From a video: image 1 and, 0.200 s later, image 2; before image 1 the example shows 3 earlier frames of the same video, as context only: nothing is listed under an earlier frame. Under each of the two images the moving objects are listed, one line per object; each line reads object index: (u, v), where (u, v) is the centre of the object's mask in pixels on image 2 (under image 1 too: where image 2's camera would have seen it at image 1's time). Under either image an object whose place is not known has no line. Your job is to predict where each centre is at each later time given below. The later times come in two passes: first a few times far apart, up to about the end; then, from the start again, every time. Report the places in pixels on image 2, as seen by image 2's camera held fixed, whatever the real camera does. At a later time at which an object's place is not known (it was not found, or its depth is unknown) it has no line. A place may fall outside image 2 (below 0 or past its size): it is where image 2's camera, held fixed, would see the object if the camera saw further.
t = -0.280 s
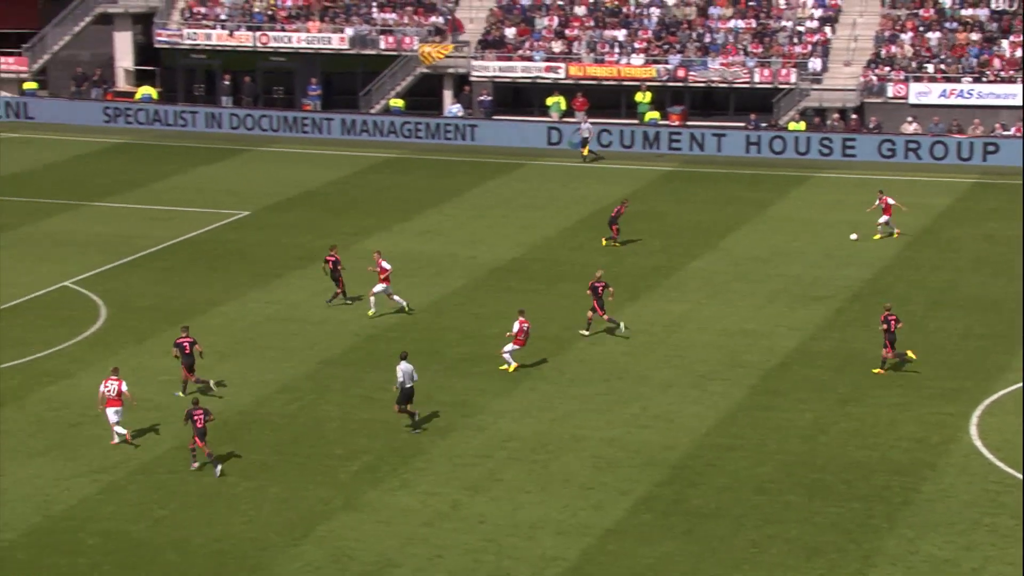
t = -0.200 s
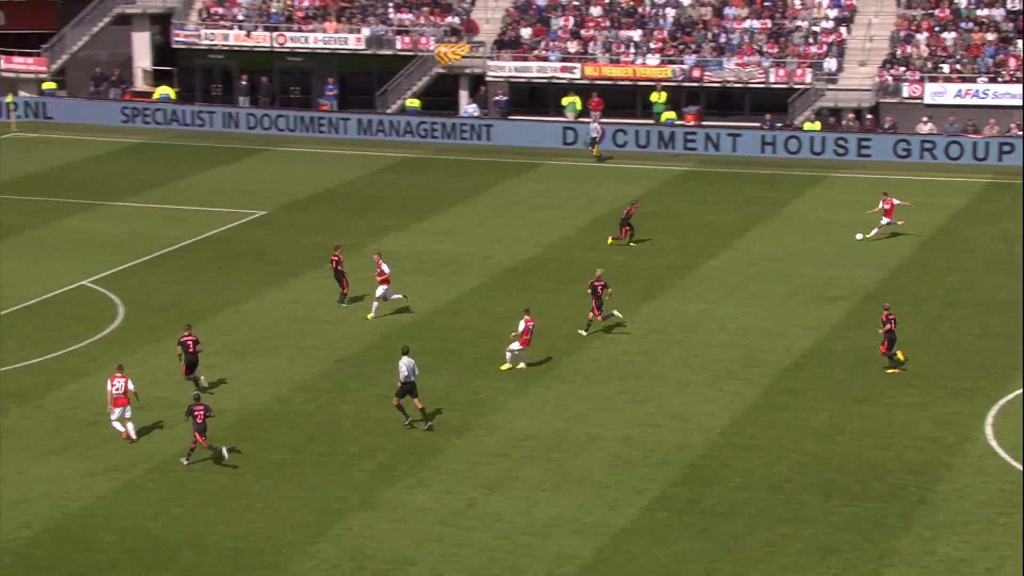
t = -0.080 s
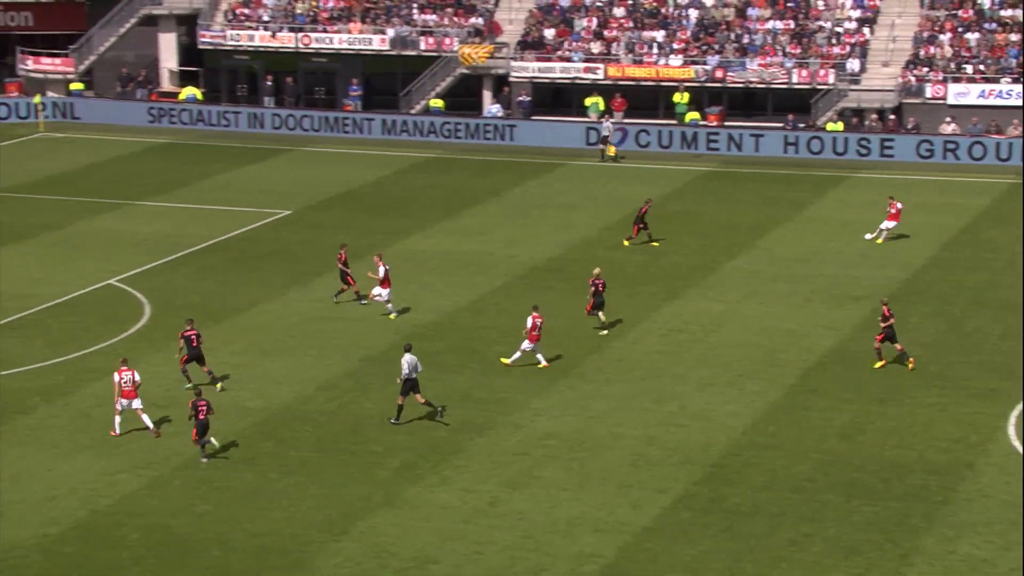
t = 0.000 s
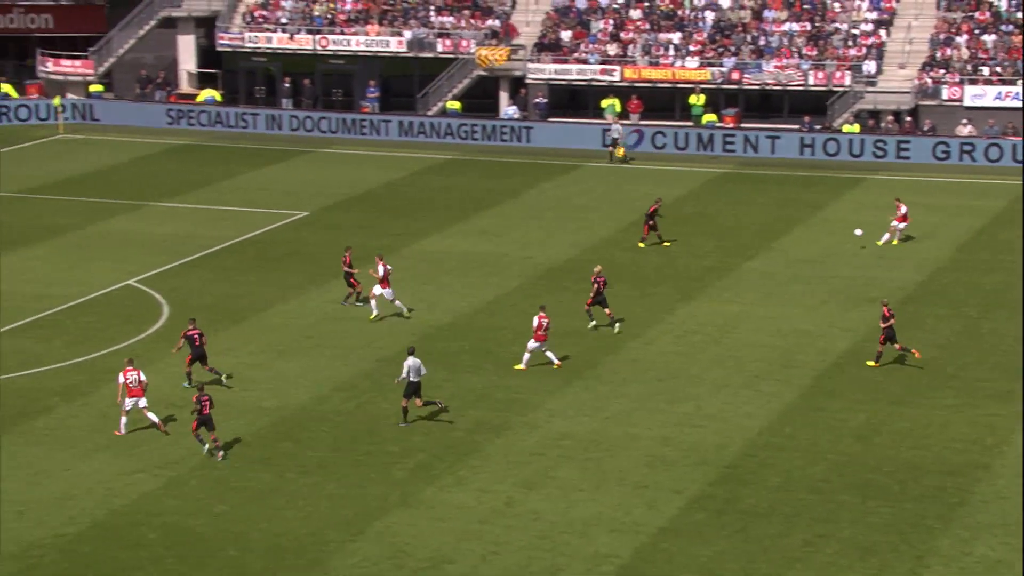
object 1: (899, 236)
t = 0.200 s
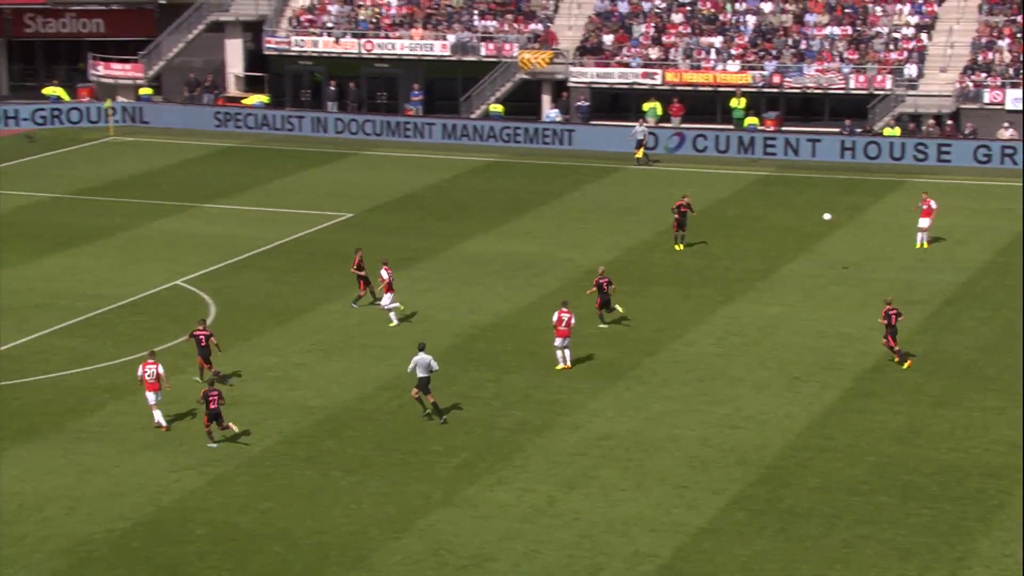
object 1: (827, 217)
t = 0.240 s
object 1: (812, 213)
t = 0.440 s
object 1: (743, 197)
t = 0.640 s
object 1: (677, 185)
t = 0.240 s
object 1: (812, 213)
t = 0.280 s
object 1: (799, 209)
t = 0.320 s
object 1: (784, 206)
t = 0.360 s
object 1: (770, 203)
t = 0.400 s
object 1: (756, 200)
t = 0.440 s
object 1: (743, 197)
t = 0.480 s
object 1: (729, 195)
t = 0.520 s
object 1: (716, 192)
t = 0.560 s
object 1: (703, 189)
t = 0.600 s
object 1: (690, 187)
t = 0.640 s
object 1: (677, 185)
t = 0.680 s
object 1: (664, 183)
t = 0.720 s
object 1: (652, 181)
